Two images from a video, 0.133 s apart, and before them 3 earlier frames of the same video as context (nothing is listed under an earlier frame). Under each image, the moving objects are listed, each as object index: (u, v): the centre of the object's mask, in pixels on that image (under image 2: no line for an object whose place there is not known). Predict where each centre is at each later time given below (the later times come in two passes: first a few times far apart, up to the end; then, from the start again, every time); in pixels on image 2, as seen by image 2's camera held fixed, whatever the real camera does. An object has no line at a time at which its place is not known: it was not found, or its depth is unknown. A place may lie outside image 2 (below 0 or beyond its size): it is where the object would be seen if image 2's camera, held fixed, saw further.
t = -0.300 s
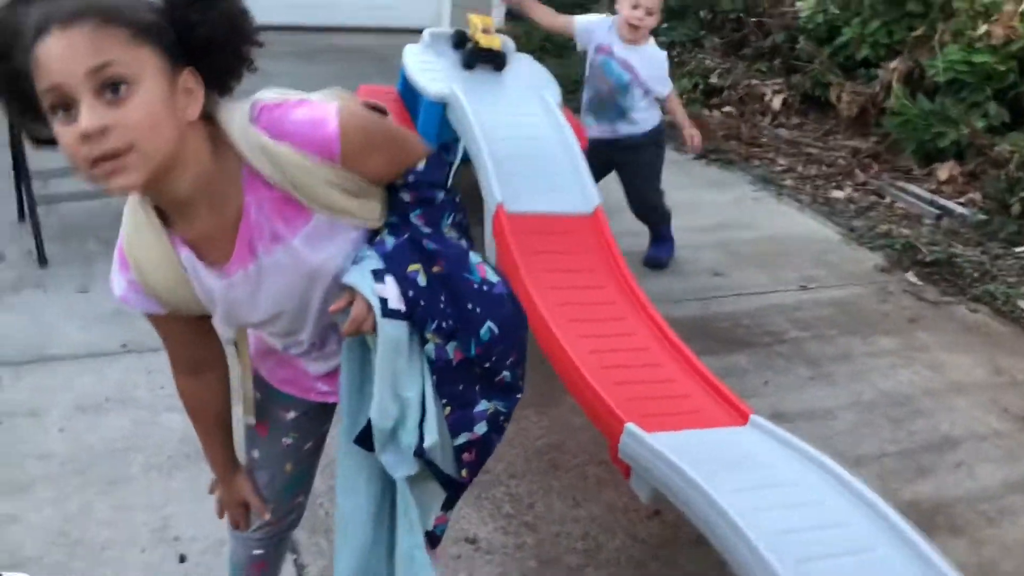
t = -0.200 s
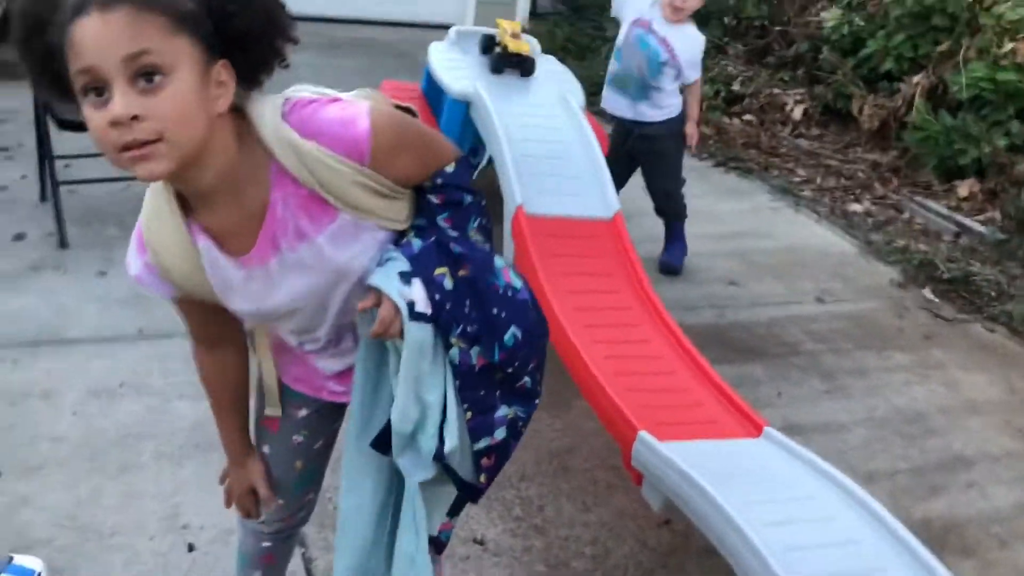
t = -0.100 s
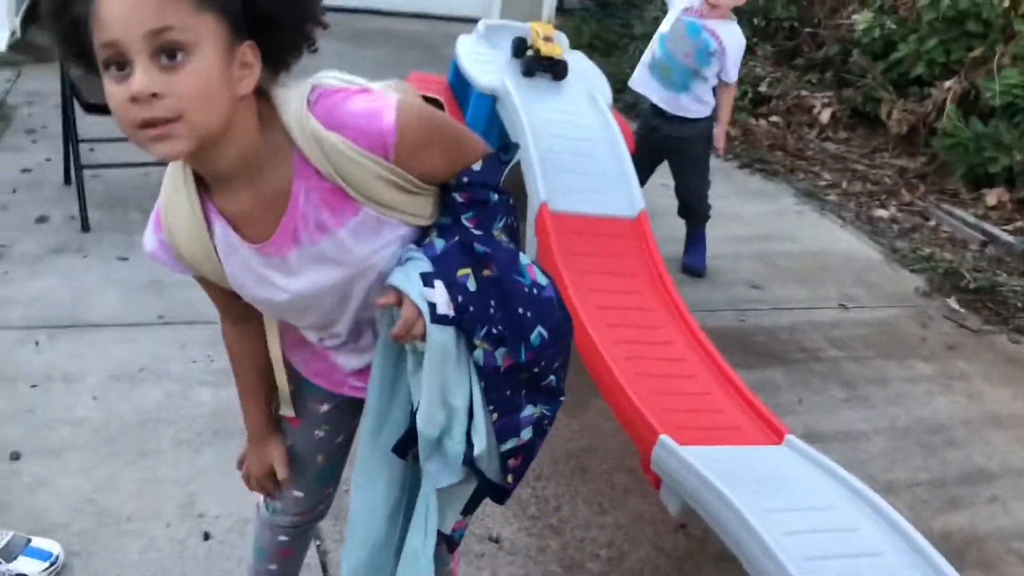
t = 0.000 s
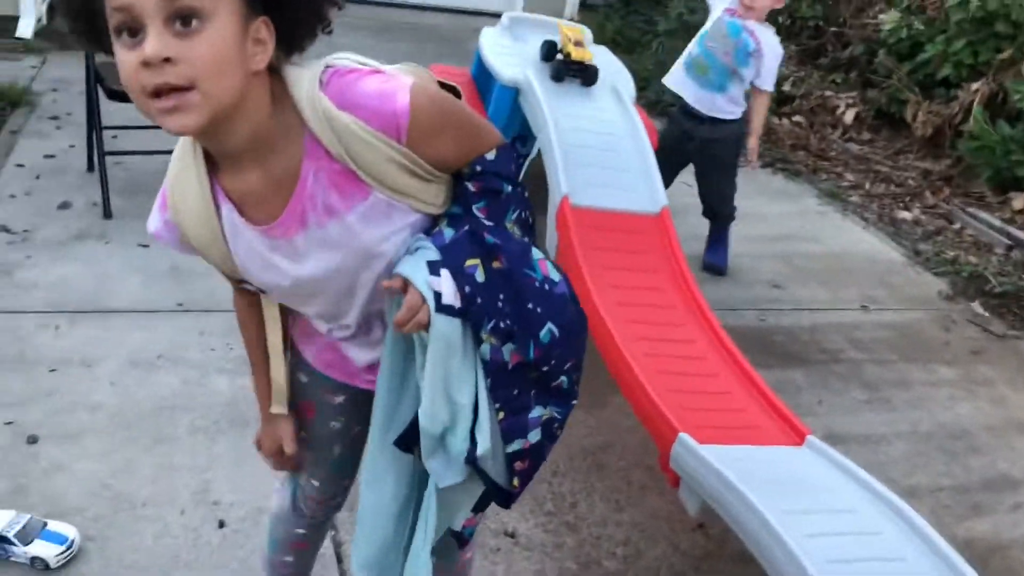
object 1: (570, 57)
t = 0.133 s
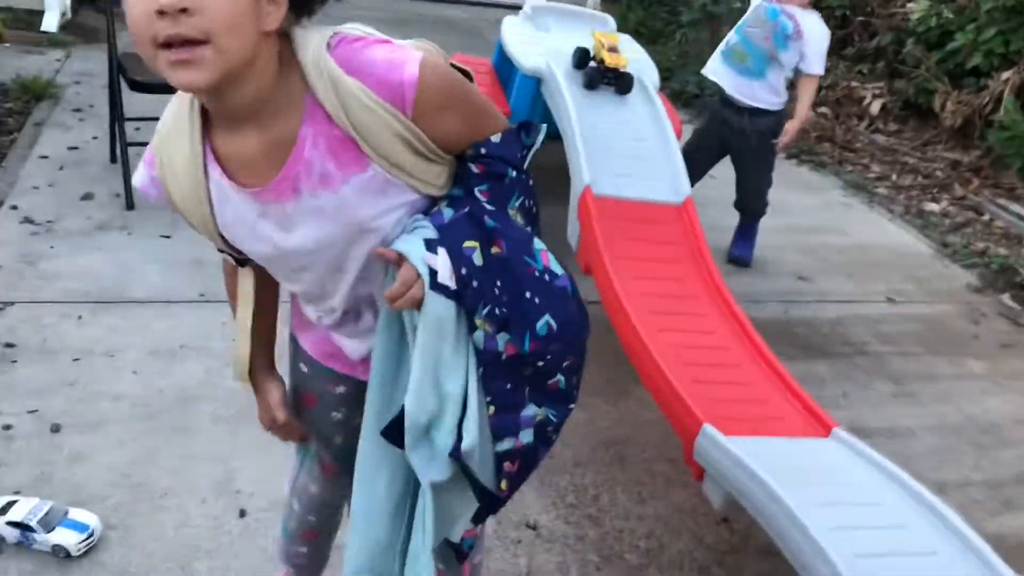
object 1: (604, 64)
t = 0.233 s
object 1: (613, 83)
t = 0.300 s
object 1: (620, 99)
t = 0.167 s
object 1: (606, 70)
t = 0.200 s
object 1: (610, 76)
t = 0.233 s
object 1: (613, 83)
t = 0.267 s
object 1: (616, 90)
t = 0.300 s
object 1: (620, 99)
